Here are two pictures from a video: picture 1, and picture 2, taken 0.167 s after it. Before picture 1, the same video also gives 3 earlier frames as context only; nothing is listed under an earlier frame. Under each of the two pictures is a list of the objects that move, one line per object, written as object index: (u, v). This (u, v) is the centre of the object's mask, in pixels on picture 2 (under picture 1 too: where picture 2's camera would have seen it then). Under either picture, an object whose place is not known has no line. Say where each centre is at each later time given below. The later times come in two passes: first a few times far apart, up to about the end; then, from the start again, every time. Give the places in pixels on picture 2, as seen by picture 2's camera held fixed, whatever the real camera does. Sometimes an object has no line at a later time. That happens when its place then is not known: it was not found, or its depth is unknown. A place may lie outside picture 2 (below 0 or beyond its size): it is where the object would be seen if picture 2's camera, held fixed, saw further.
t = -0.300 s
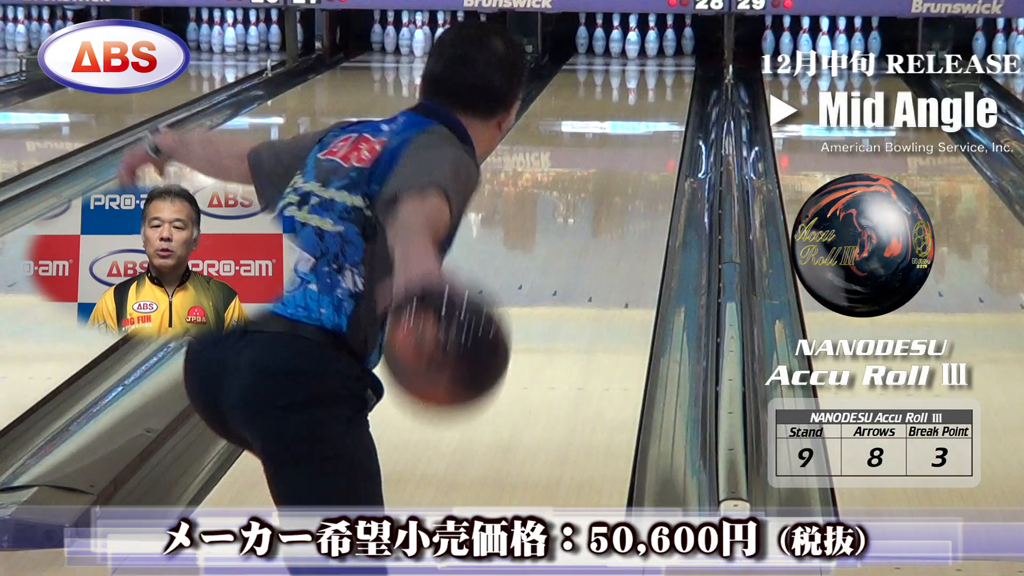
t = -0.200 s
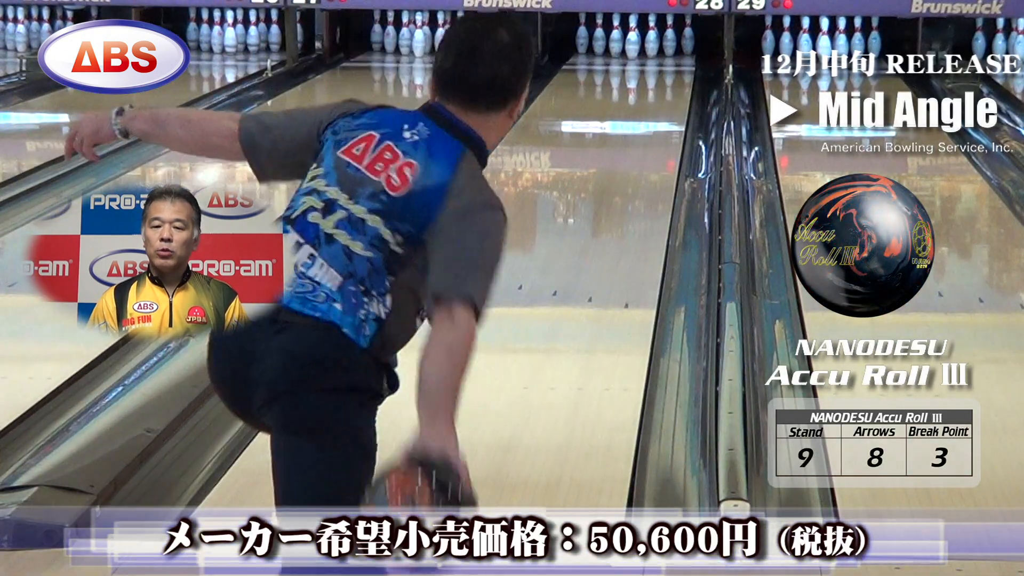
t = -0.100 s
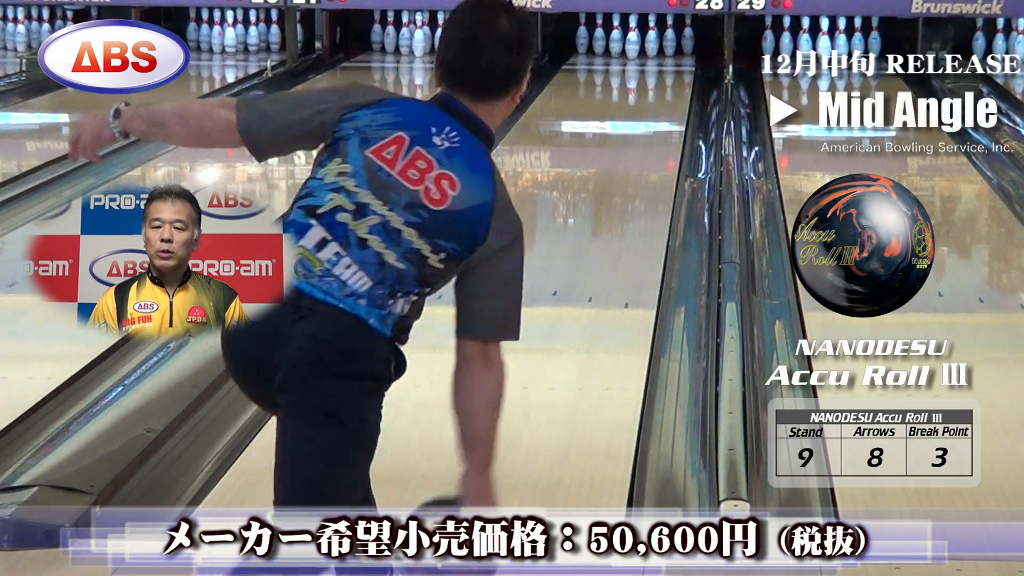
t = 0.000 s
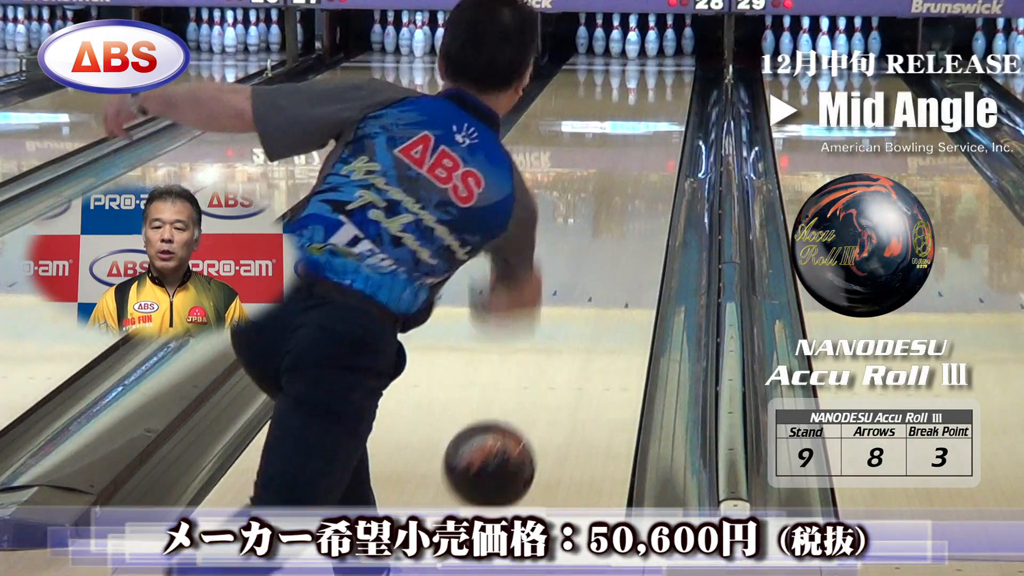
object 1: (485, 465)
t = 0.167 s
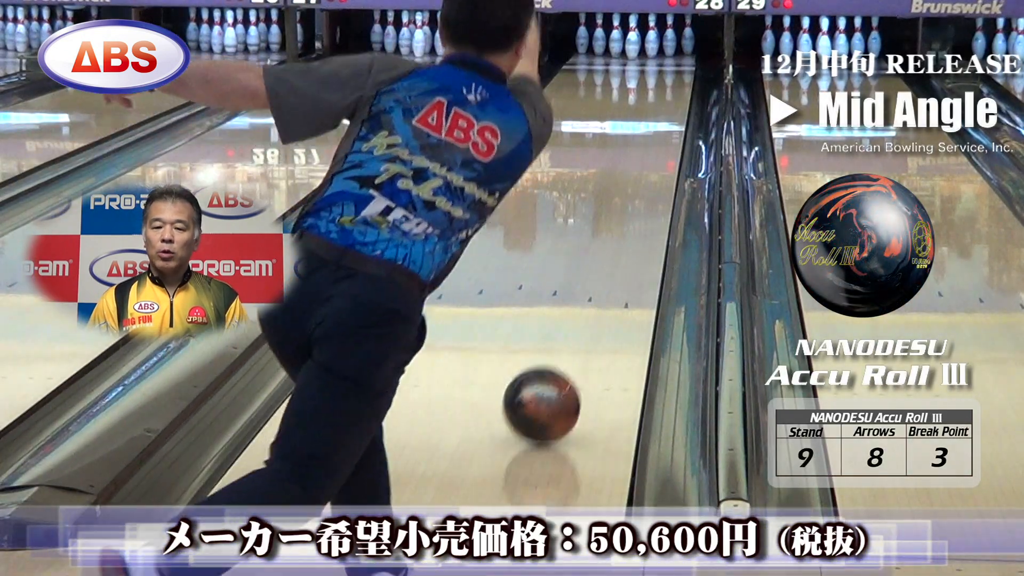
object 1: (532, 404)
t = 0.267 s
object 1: (558, 358)
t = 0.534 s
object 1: (605, 268)
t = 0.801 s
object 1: (635, 208)
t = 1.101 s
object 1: (657, 157)
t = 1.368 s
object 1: (669, 125)
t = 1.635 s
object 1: (672, 100)
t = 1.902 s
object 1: (669, 80)
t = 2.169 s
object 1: (659, 64)
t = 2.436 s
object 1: (644, 50)
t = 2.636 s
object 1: (646, 45)
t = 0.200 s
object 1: (543, 389)
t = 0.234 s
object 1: (551, 374)
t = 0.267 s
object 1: (558, 358)
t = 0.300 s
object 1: (566, 345)
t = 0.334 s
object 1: (571, 332)
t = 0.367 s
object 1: (578, 320)
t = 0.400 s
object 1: (585, 309)
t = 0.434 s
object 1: (591, 299)
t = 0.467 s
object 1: (596, 288)
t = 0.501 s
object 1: (601, 278)
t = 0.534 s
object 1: (605, 268)
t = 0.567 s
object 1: (610, 261)
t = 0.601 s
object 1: (614, 252)
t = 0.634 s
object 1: (618, 244)
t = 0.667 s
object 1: (622, 236)
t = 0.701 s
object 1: (626, 228)
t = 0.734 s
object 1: (629, 221)
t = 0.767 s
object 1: (632, 214)
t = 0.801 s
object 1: (635, 208)
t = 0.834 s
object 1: (637, 202)
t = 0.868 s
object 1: (640, 196)
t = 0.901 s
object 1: (643, 189)
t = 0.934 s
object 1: (647, 184)
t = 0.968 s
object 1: (649, 178)
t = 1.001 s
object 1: (650, 173)
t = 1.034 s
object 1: (652, 168)
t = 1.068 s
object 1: (655, 163)
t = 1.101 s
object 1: (657, 157)
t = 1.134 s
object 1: (658, 153)
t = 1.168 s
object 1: (663, 149)
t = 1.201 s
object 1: (664, 144)
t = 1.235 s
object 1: (665, 141)
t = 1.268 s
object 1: (663, 137)
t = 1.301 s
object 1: (665, 132)
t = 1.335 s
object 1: (666, 129)
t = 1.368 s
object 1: (669, 125)
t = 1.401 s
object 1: (670, 122)
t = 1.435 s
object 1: (670, 118)
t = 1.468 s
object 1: (671, 115)
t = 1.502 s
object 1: (671, 112)
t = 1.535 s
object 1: (671, 109)
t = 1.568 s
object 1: (672, 106)
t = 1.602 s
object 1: (672, 103)
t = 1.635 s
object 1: (672, 100)
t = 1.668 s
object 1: (672, 97)
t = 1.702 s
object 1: (672, 95)
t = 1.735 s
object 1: (672, 92)
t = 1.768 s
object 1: (671, 89)
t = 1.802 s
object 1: (671, 86)
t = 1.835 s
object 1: (670, 85)
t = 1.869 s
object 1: (669, 82)
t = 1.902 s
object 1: (669, 80)
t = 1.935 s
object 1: (668, 77)
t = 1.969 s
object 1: (667, 75)
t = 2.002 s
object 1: (665, 73)
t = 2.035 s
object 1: (665, 71)
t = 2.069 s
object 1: (663, 69)
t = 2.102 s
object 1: (661, 68)
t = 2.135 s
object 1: (660, 66)
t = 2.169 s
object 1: (659, 64)
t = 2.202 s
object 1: (657, 62)
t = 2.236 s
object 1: (655, 60)
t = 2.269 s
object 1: (653, 58)
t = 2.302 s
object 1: (651, 57)
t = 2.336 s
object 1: (649, 55)
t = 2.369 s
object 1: (647, 53)
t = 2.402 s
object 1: (645, 52)
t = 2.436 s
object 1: (644, 50)
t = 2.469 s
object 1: (642, 49)
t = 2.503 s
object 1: (643, 48)
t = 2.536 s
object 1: (645, 46)
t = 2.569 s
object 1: (644, 46)
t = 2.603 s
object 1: (644, 45)
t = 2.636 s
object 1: (646, 45)
